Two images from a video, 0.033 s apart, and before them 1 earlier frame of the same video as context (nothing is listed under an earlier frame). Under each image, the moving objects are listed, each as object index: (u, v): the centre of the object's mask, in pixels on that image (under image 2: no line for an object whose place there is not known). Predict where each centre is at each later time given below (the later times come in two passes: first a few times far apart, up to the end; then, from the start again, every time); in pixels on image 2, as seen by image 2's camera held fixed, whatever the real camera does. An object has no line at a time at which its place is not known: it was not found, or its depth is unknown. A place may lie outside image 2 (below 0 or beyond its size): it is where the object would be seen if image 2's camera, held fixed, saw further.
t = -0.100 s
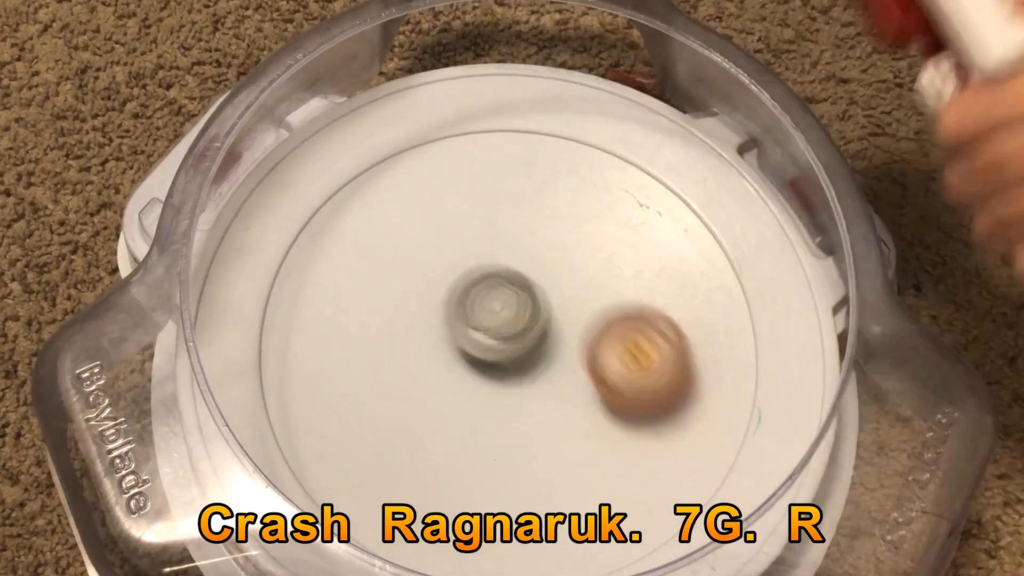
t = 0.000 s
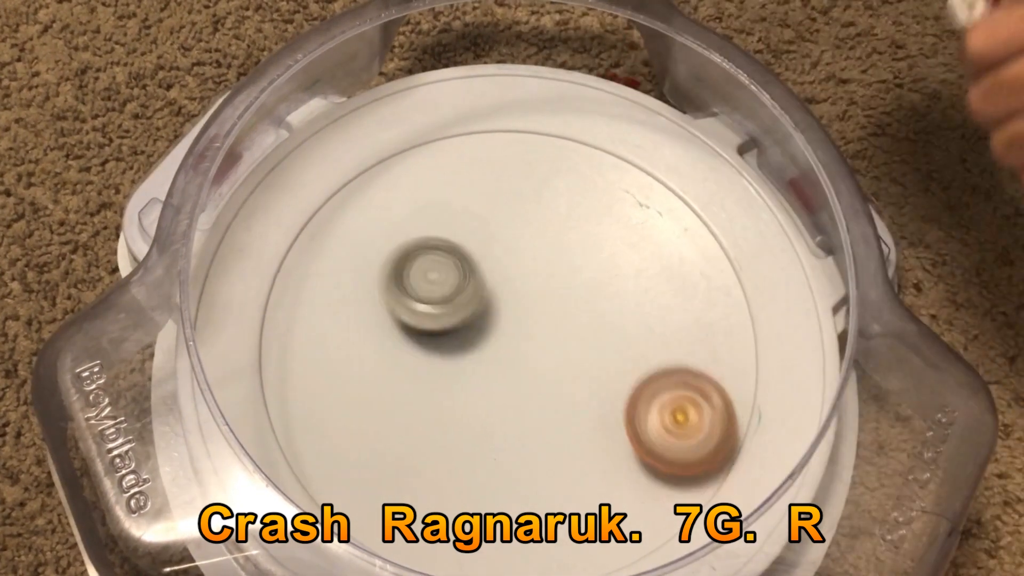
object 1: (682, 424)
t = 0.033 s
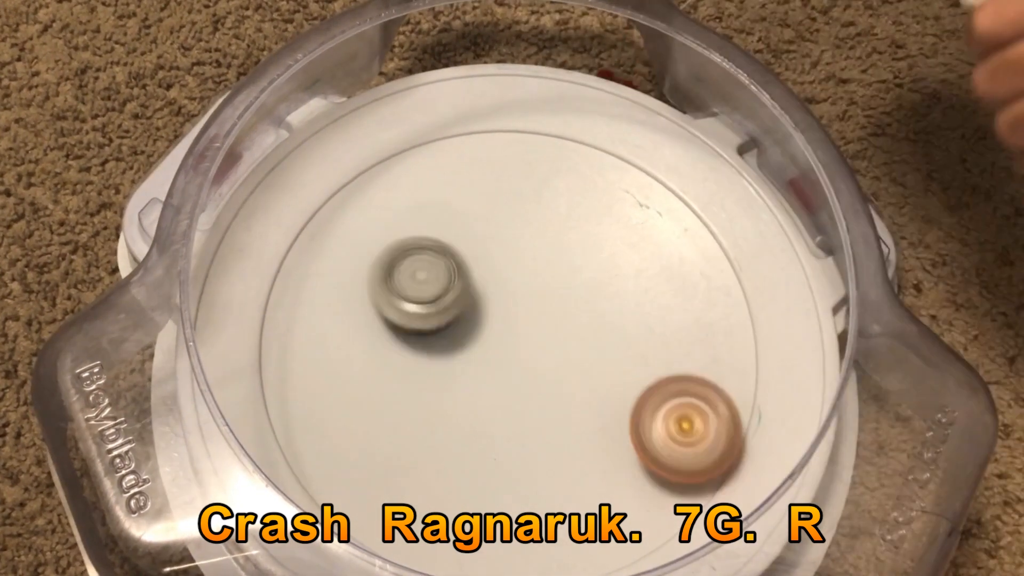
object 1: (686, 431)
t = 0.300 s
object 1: (656, 323)
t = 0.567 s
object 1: (518, 236)
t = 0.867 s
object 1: (458, 246)
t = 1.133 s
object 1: (453, 251)
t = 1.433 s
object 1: (464, 366)
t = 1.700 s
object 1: (317, 247)
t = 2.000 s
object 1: (650, 349)
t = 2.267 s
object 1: (678, 335)
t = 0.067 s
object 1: (689, 432)
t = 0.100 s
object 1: (689, 428)
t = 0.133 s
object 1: (688, 420)
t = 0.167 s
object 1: (684, 406)
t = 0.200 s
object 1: (679, 388)
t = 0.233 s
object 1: (673, 366)
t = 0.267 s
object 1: (665, 345)
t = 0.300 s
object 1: (656, 323)
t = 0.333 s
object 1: (645, 301)
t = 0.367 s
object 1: (631, 281)
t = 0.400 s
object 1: (613, 266)
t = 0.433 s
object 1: (590, 257)
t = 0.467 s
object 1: (566, 253)
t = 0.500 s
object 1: (542, 255)
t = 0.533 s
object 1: (519, 260)
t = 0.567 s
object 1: (518, 236)
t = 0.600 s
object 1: (518, 209)
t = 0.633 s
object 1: (518, 186)
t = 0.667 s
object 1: (514, 172)
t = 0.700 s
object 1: (509, 165)
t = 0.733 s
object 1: (501, 166)
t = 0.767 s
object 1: (490, 177)
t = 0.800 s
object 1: (476, 196)
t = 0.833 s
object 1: (466, 217)
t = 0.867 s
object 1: (458, 246)
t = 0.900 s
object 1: (455, 282)
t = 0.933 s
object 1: (458, 315)
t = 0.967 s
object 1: (463, 338)
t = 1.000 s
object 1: (460, 320)
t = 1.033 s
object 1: (457, 297)
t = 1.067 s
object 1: (455, 275)
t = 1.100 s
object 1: (455, 260)
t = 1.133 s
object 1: (453, 251)
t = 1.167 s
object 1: (453, 249)
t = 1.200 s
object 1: (452, 251)
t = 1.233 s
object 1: (451, 259)
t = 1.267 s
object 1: (449, 272)
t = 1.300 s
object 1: (447, 288)
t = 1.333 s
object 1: (446, 306)
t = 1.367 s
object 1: (449, 328)
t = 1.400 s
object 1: (455, 349)
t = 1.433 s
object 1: (464, 366)
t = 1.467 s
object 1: (479, 380)
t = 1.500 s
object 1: (495, 389)
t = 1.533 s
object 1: (511, 390)
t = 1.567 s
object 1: (494, 392)
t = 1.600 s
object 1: (456, 368)
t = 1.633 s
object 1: (410, 318)
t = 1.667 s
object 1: (359, 276)
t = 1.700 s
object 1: (317, 247)
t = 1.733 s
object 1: (275, 229)
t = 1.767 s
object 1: (244, 224)
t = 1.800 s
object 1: (272, 254)
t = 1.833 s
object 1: (323, 270)
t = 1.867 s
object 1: (382, 290)
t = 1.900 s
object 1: (441, 317)
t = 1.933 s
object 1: (509, 328)
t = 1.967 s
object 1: (580, 342)
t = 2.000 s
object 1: (650, 349)
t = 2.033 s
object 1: (715, 350)
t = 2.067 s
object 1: (758, 341)
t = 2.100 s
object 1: (795, 336)
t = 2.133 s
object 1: (797, 339)
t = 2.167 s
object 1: (778, 341)
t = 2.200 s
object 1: (750, 340)
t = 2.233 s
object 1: (716, 336)
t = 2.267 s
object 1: (678, 335)
